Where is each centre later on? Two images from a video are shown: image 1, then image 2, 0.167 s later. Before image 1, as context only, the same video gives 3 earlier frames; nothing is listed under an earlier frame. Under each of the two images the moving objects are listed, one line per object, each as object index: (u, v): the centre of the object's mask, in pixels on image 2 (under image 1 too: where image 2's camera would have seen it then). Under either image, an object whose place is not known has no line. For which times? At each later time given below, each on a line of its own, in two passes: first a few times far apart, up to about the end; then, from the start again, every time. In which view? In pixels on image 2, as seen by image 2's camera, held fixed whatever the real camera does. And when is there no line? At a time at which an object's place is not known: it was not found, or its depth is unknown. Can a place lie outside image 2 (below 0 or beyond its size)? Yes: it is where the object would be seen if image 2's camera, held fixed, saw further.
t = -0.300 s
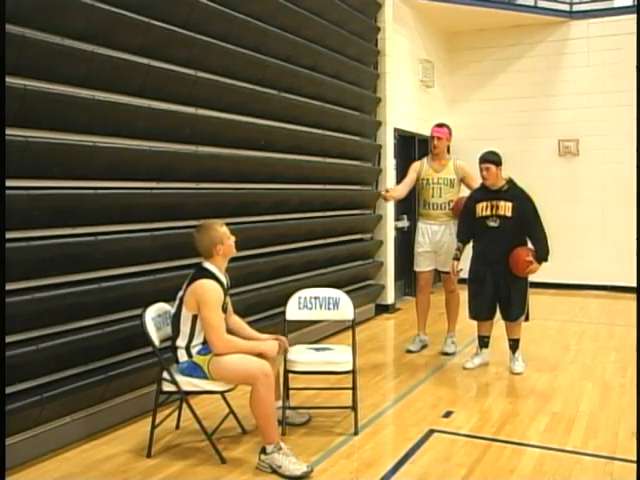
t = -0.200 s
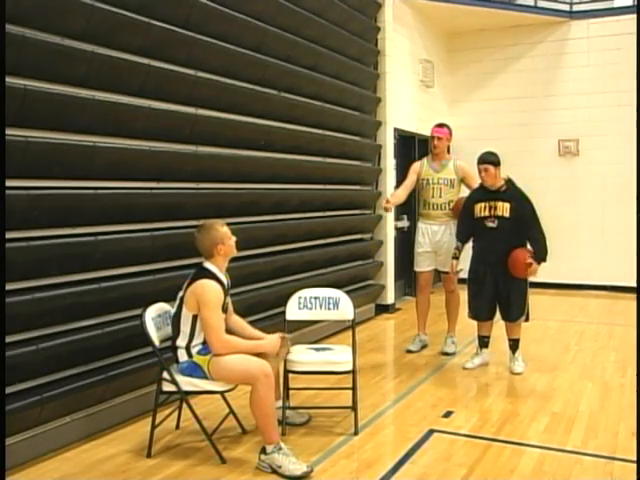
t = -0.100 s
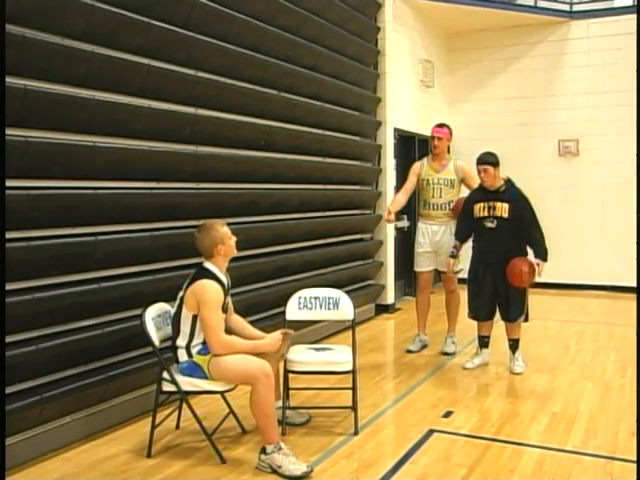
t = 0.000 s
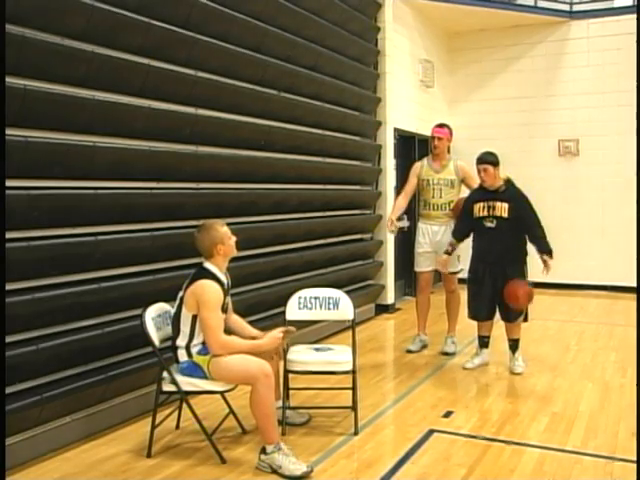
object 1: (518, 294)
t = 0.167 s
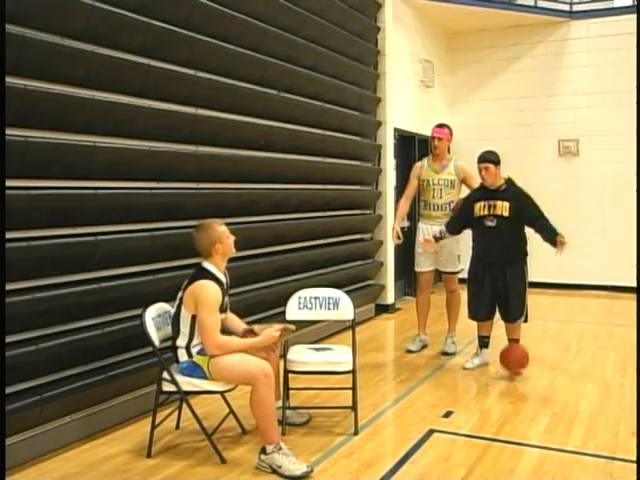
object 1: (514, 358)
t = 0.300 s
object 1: (514, 330)
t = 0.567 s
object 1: (512, 308)
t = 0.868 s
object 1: (508, 358)
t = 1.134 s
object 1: (507, 334)
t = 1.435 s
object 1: (503, 354)
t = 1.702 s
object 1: (500, 367)
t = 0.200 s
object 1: (513, 362)
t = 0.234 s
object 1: (514, 349)
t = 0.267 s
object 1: (514, 339)
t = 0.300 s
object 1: (514, 330)
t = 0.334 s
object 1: (514, 322)
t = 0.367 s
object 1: (514, 316)
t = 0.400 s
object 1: (513, 311)
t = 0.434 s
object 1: (513, 307)
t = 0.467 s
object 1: (513, 306)
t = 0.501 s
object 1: (513, 306)
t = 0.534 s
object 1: (513, 307)
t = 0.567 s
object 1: (512, 308)
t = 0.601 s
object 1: (512, 312)
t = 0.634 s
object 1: (511, 317)
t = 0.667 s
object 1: (511, 323)
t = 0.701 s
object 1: (511, 332)
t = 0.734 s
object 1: (510, 341)
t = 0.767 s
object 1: (509, 351)
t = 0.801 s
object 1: (509, 363)
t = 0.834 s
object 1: (508, 367)
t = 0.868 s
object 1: (508, 358)
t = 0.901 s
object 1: (508, 350)
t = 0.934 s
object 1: (508, 343)
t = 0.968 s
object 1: (508, 338)
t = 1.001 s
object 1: (508, 334)
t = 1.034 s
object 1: (508, 332)
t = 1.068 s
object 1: (507, 331)
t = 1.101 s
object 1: (507, 332)
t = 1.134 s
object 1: (507, 334)
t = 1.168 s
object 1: (507, 337)
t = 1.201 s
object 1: (506, 342)
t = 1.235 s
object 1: (505, 348)
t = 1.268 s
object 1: (505, 356)
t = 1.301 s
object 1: (504, 365)
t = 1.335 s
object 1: (503, 374)
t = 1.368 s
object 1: (503, 366)
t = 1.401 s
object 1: (503, 360)
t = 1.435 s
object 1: (503, 354)
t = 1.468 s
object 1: (503, 351)
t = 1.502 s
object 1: (503, 349)
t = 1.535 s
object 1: (502, 348)
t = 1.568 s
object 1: (502, 349)
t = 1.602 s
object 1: (501, 351)
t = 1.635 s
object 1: (501, 355)
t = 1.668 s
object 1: (500, 360)
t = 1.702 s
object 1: (500, 367)
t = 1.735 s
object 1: (499, 375)
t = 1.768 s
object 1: (499, 374)
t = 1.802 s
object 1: (499, 368)
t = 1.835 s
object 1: (499, 364)
